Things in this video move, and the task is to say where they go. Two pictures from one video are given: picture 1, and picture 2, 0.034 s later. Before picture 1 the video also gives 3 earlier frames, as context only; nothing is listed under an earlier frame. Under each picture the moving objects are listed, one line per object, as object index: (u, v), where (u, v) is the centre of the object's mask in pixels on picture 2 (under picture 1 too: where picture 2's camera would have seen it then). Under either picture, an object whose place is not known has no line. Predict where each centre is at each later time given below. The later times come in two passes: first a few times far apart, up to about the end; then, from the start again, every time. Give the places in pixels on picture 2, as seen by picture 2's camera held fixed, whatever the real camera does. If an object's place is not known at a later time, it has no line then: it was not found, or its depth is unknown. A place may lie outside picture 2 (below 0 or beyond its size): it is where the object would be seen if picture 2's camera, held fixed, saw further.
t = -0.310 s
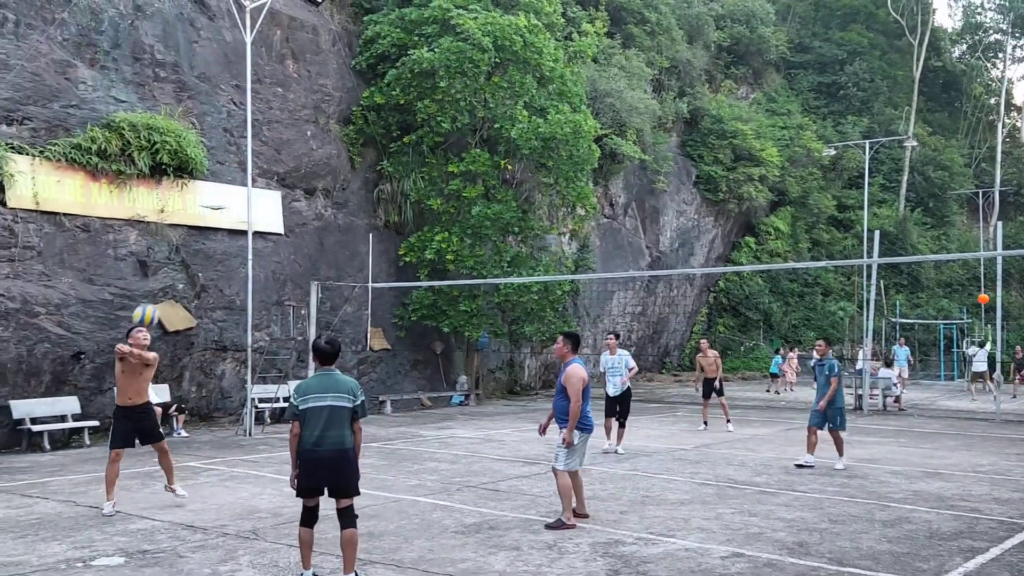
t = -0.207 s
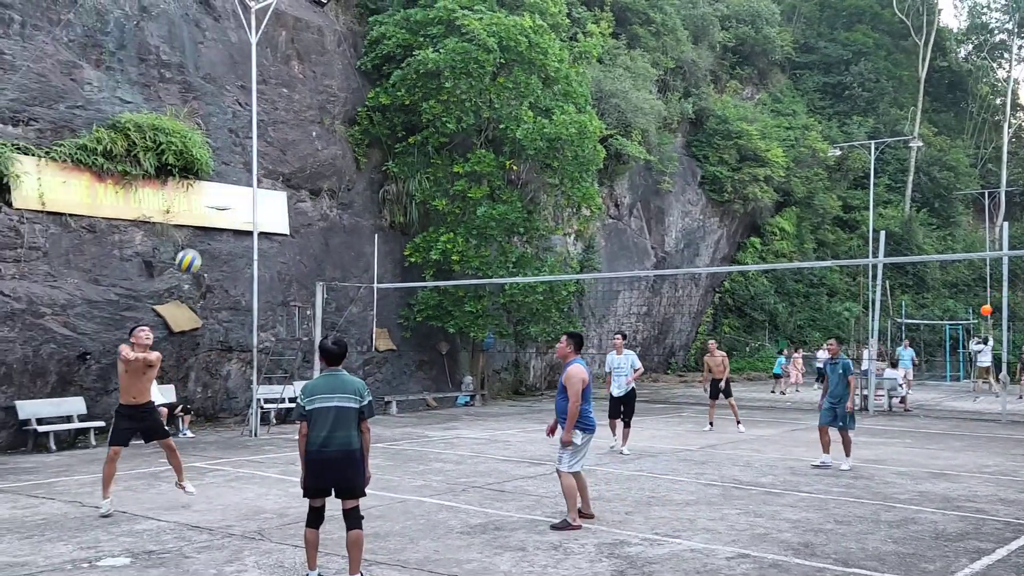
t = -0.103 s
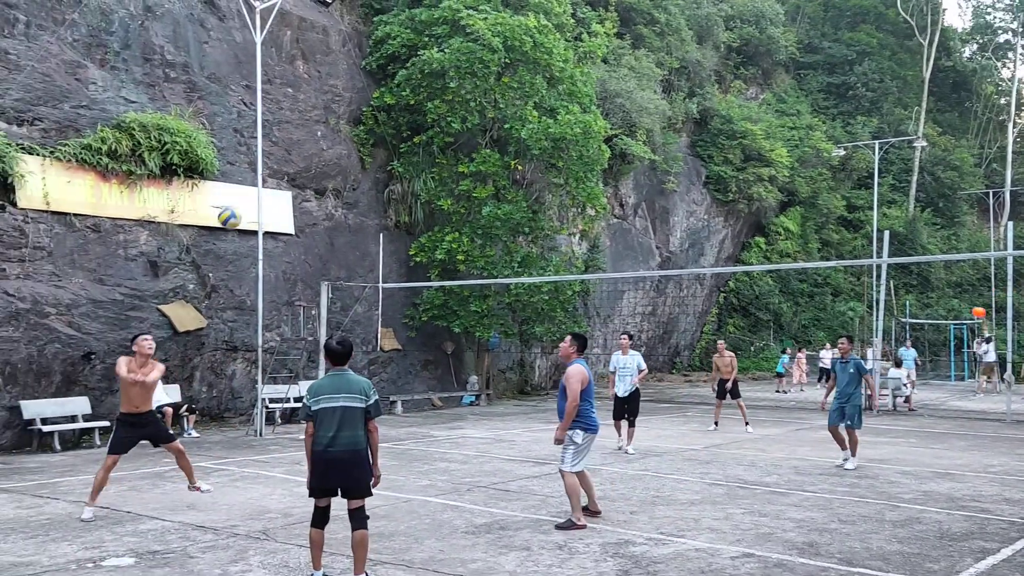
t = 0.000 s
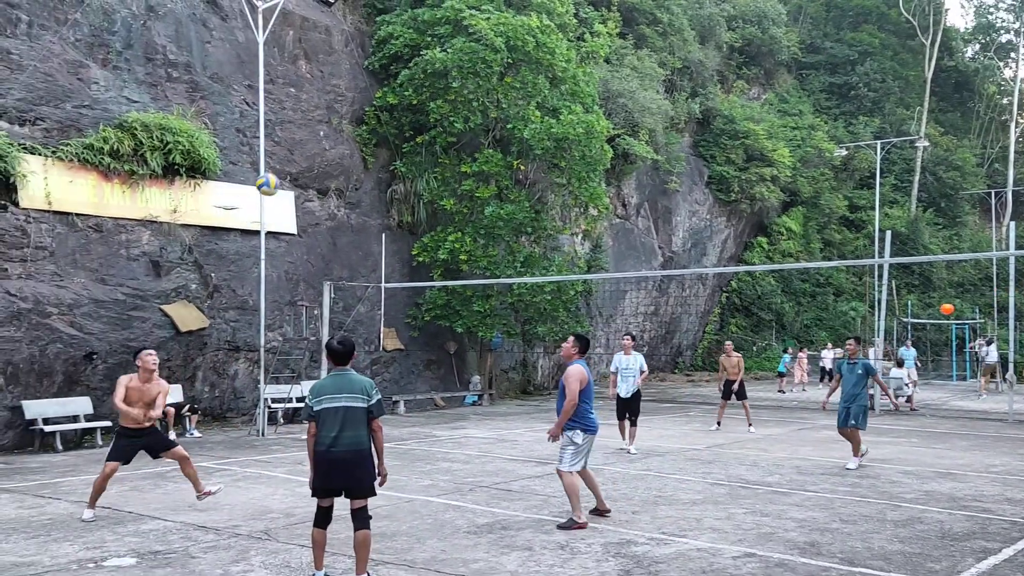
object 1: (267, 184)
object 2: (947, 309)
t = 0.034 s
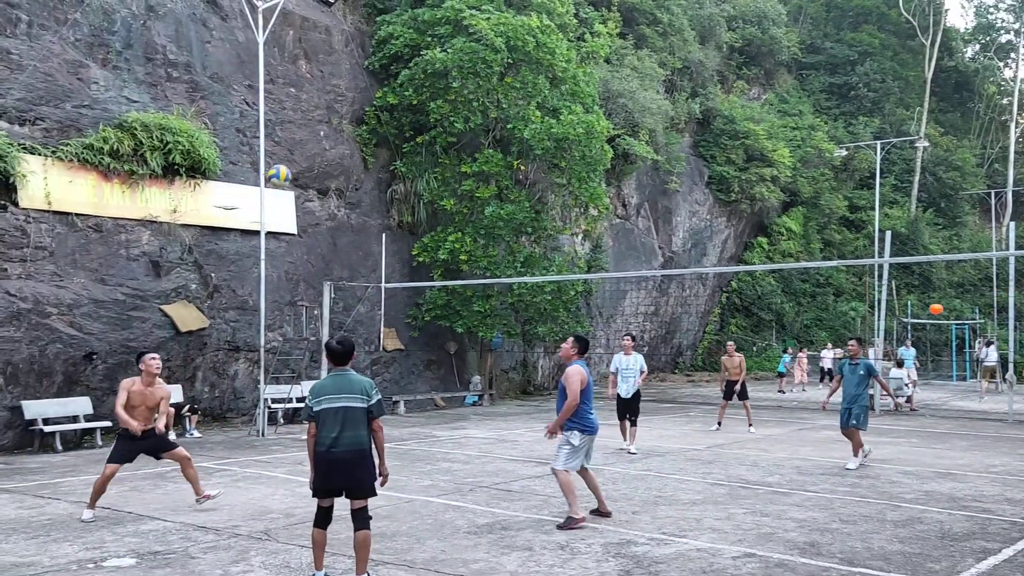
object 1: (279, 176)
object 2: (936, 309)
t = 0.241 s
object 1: (349, 151)
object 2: (872, 316)
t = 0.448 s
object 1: (416, 167)
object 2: (820, 335)
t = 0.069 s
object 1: (291, 169)
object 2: (925, 309)
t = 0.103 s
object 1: (303, 162)
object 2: (914, 310)
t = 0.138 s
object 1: (315, 158)
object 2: (902, 311)
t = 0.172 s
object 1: (326, 155)
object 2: (892, 312)
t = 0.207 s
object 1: (338, 152)
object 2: (885, 313)
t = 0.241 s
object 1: (349, 151)
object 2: (872, 316)
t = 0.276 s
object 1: (361, 151)
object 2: (864, 318)
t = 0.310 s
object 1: (372, 152)
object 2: (855, 321)
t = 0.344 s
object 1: (383, 154)
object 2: (846, 324)
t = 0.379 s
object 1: (394, 157)
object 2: (837, 328)
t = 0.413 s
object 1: (405, 162)
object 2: (828, 331)
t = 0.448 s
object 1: (416, 167)
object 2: (820, 335)
